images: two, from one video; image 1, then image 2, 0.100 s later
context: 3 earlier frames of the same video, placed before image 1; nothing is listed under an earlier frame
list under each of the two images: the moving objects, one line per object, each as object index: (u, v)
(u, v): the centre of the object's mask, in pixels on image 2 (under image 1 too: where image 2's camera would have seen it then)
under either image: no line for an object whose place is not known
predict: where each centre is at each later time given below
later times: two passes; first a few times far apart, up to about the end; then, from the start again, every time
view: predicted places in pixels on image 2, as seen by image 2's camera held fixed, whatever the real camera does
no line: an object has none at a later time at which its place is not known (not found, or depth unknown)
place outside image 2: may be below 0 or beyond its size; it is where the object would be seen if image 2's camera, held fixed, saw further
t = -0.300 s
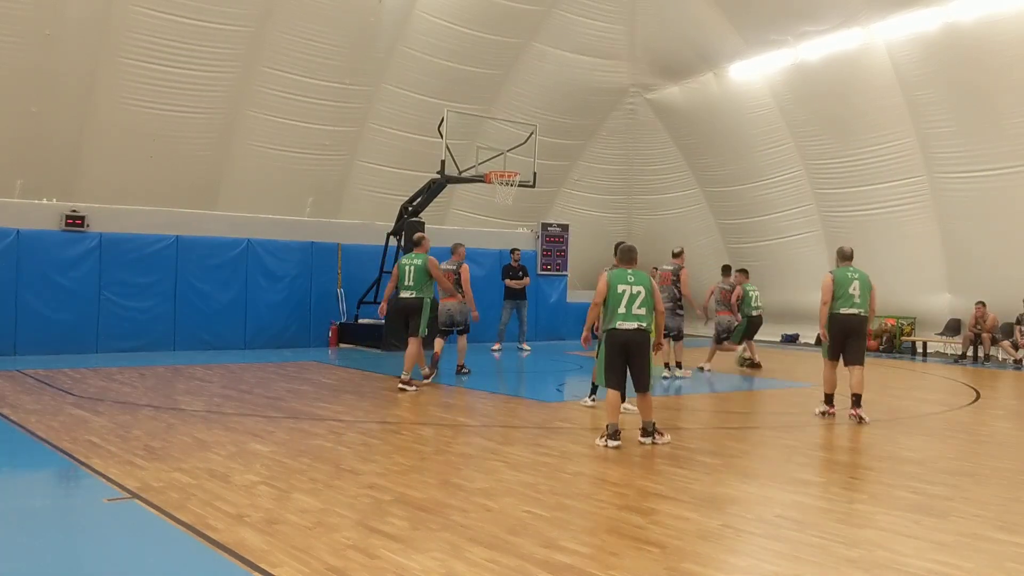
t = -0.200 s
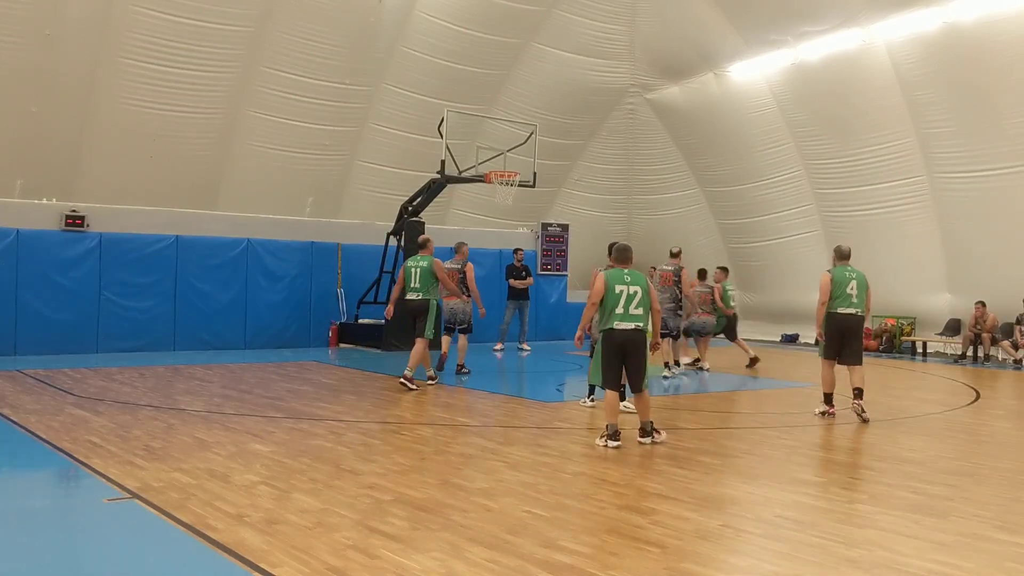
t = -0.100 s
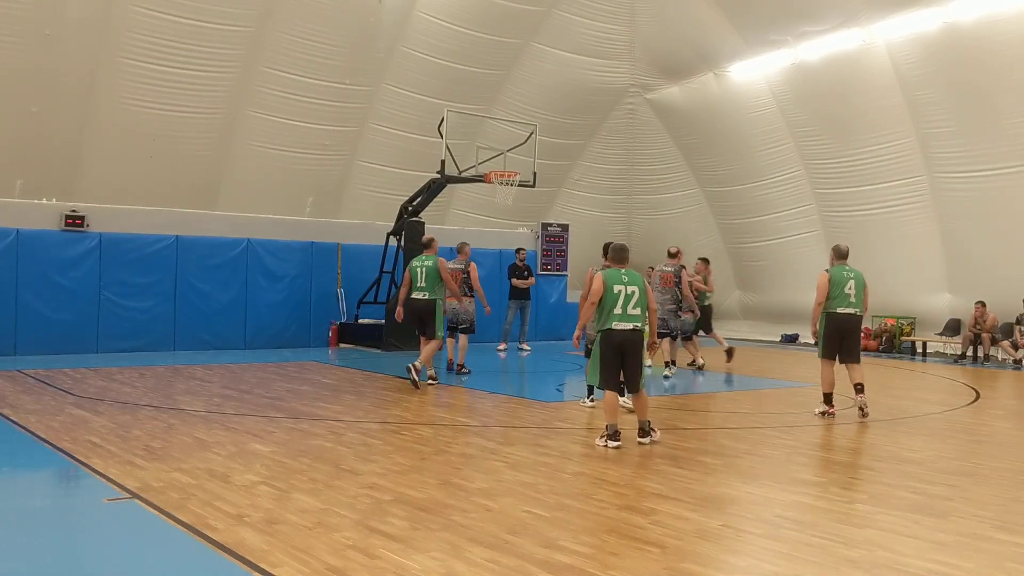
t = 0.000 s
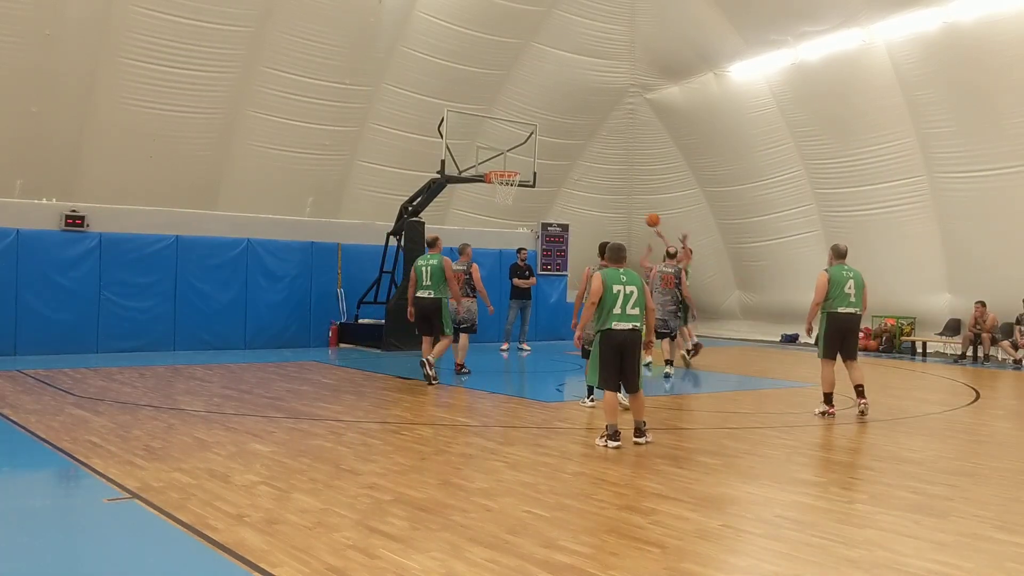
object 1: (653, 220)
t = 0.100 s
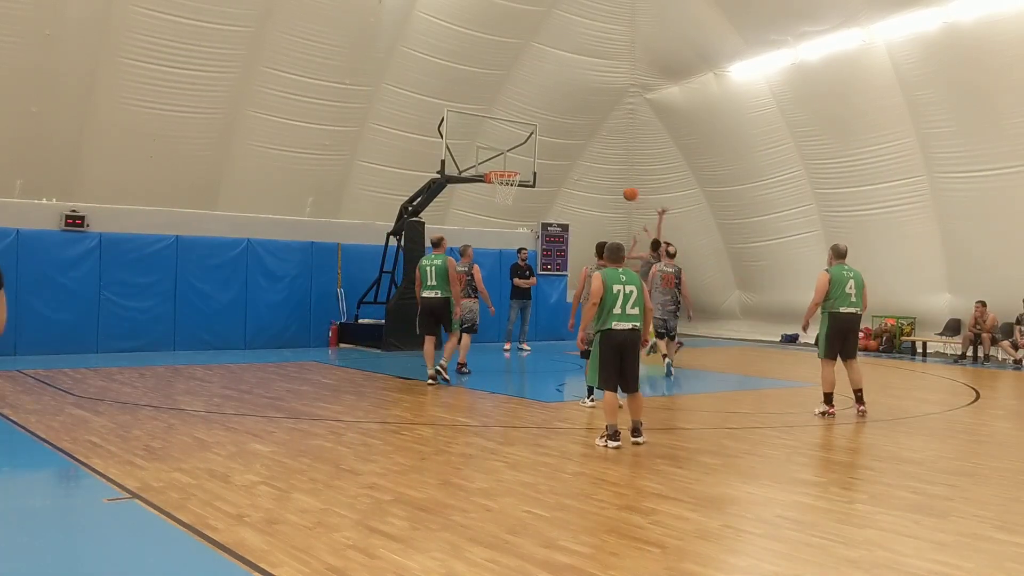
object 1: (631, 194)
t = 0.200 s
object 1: (607, 173)
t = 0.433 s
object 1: (554, 148)
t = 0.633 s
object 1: (521, 149)
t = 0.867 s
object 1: (508, 171)
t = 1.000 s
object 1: (495, 190)
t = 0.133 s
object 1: (623, 187)
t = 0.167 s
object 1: (616, 180)
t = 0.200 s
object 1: (607, 173)
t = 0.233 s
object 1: (600, 168)
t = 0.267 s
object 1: (592, 163)
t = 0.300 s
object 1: (585, 159)
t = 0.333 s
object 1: (577, 155)
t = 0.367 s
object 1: (570, 152)
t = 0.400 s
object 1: (562, 149)
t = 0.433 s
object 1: (554, 148)
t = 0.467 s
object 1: (546, 147)
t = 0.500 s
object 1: (538, 147)
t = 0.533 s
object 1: (531, 147)
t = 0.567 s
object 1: (523, 148)
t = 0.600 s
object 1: (522, 148)
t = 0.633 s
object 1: (521, 149)
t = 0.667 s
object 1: (519, 151)
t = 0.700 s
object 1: (517, 153)
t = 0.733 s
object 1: (515, 156)
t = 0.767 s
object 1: (513, 160)
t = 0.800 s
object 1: (511, 164)
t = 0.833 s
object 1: (510, 167)
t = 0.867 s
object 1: (508, 171)
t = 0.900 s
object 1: (505, 176)
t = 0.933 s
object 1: (501, 181)
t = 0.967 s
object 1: (498, 187)
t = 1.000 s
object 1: (495, 190)
